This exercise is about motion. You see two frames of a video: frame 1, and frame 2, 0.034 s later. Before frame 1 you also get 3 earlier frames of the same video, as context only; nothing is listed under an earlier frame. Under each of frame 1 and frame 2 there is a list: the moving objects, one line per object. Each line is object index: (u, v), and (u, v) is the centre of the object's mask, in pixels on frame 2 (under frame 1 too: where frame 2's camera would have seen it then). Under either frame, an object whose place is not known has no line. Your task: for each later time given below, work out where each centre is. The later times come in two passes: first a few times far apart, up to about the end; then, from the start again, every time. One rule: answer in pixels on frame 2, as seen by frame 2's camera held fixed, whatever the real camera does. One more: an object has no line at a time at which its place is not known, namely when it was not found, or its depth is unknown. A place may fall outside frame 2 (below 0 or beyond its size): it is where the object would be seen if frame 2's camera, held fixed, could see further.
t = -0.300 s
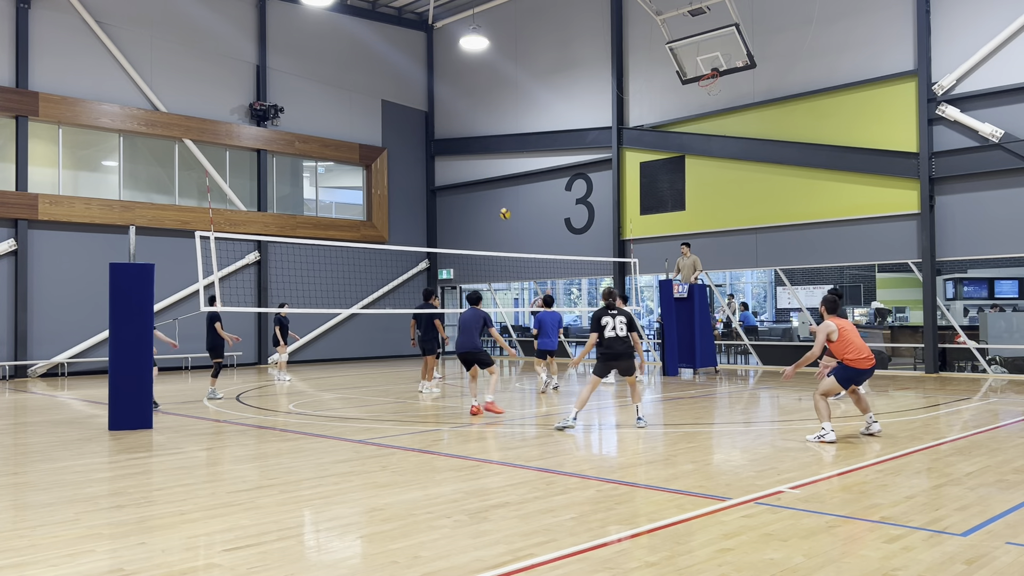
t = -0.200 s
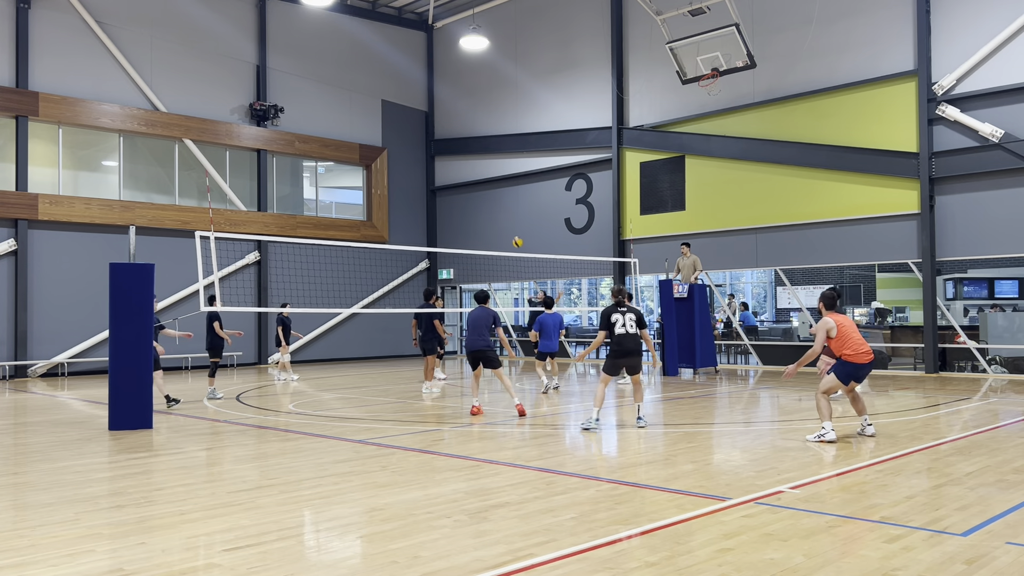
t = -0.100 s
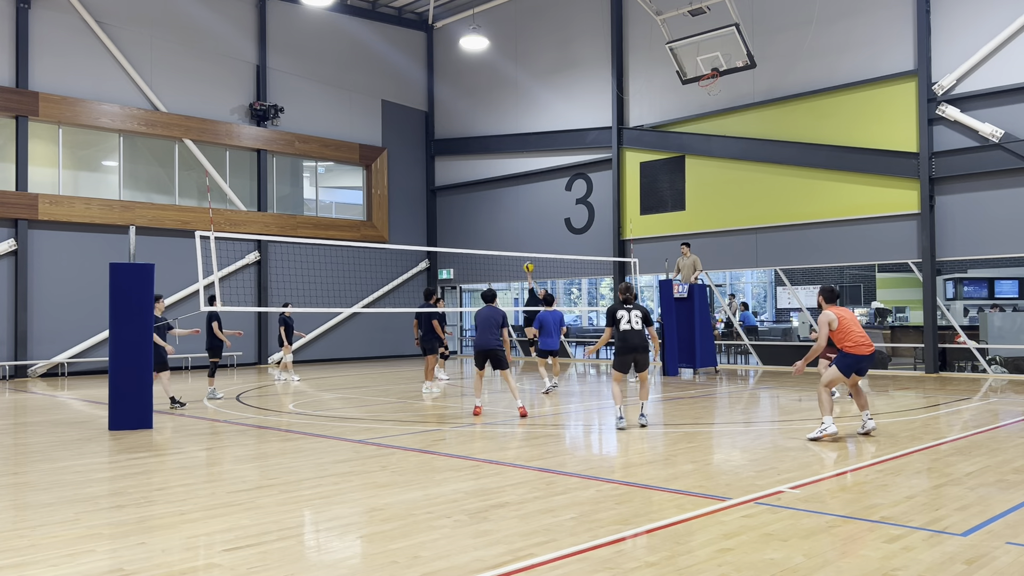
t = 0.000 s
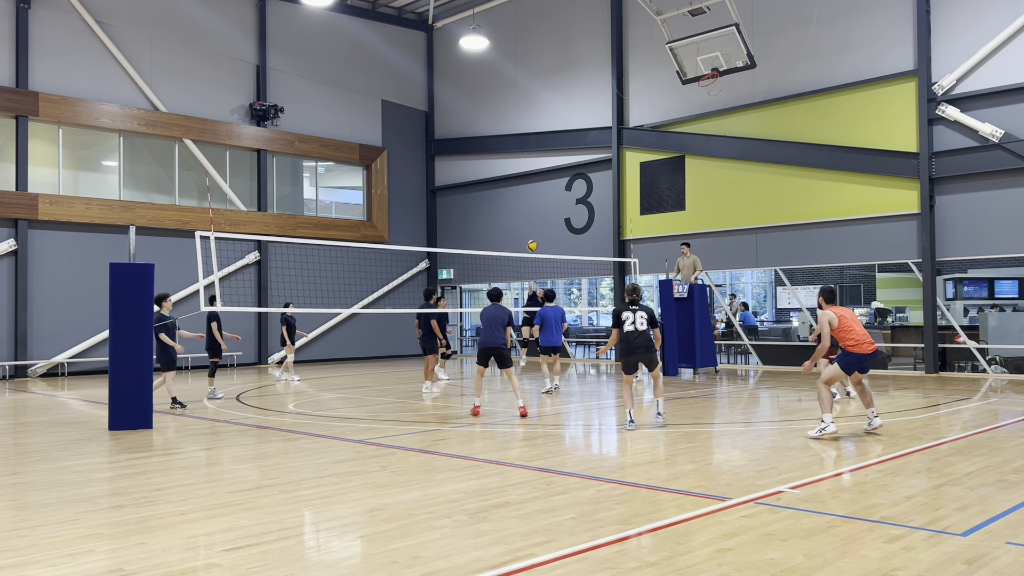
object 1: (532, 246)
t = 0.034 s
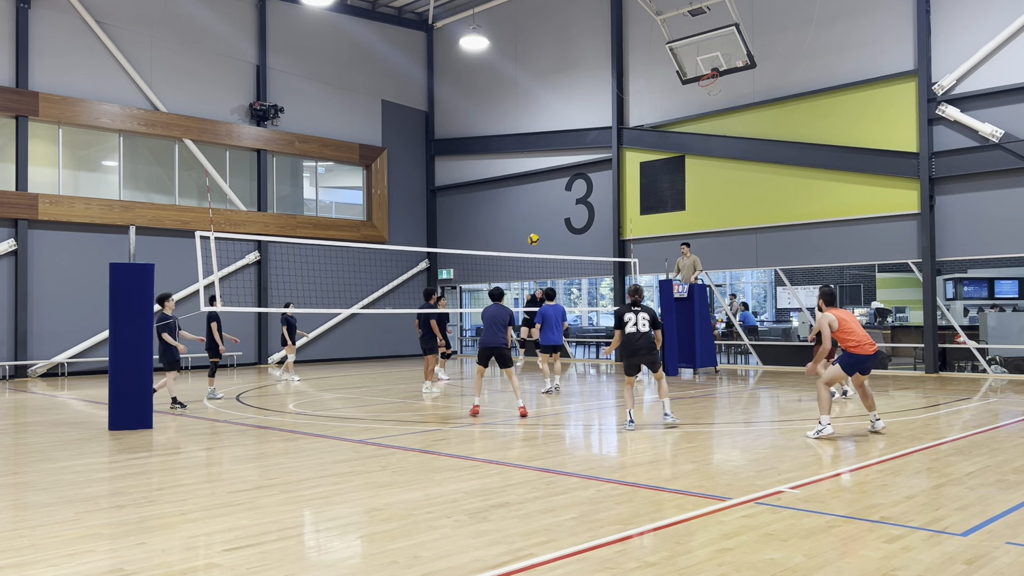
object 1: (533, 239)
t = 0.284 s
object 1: (551, 208)
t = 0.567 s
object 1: (596, 228)
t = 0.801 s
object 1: (670, 338)
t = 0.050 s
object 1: (534, 236)
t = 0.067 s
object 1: (535, 233)
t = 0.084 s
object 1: (535, 231)
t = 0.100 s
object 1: (537, 228)
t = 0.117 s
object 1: (538, 226)
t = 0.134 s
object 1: (539, 223)
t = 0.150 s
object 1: (540, 221)
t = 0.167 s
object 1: (541, 219)
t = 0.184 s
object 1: (542, 217)
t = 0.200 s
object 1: (543, 215)
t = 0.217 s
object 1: (545, 213)
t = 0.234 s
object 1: (546, 211)
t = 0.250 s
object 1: (548, 210)
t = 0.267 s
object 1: (550, 209)
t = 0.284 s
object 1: (551, 208)
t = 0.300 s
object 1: (552, 207)
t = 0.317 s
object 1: (555, 206)
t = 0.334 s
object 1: (557, 206)
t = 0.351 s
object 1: (558, 206)
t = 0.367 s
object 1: (561, 206)
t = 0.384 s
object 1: (563, 206)
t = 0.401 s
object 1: (566, 206)
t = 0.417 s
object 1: (568, 207)
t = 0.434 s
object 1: (570, 208)
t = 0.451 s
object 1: (573, 209)
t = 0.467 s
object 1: (576, 211)
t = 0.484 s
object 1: (579, 213)
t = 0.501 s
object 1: (581, 215)
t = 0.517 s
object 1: (585, 218)
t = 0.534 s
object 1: (588, 220)
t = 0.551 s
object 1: (592, 224)
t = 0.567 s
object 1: (596, 228)
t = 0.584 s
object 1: (599, 232)
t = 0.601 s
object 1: (603, 236)
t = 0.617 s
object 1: (607, 241)
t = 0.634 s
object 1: (612, 247)
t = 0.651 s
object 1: (616, 253)
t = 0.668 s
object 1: (621, 260)
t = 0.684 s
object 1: (625, 266)
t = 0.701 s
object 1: (630, 274)
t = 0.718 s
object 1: (637, 283)
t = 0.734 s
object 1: (642, 292)
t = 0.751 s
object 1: (647, 302)
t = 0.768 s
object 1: (655, 313)
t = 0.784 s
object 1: (664, 325)
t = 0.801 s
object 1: (670, 338)
